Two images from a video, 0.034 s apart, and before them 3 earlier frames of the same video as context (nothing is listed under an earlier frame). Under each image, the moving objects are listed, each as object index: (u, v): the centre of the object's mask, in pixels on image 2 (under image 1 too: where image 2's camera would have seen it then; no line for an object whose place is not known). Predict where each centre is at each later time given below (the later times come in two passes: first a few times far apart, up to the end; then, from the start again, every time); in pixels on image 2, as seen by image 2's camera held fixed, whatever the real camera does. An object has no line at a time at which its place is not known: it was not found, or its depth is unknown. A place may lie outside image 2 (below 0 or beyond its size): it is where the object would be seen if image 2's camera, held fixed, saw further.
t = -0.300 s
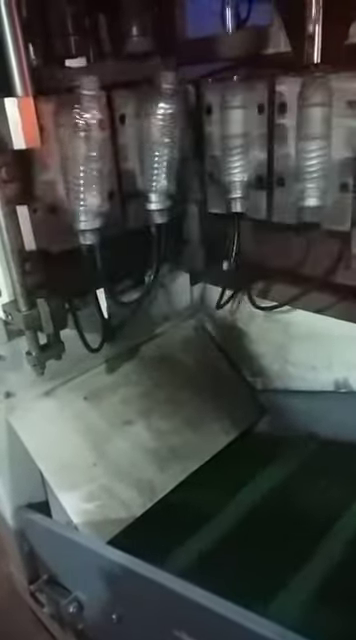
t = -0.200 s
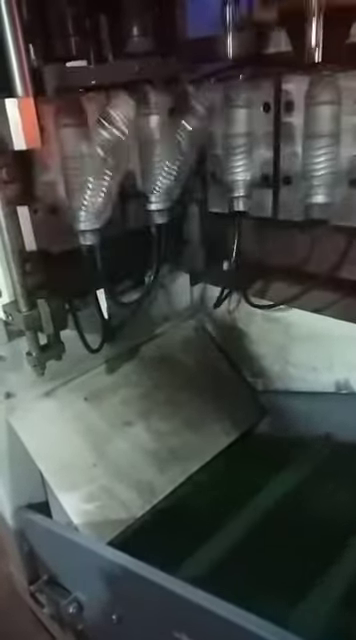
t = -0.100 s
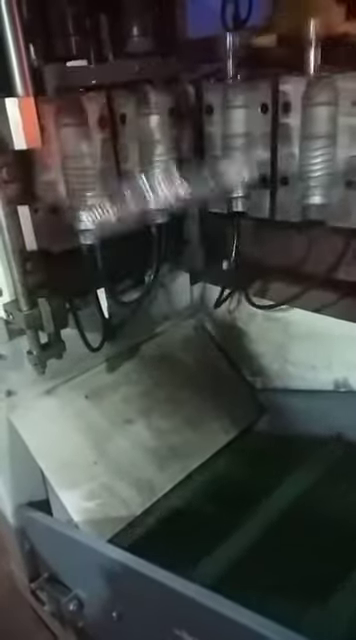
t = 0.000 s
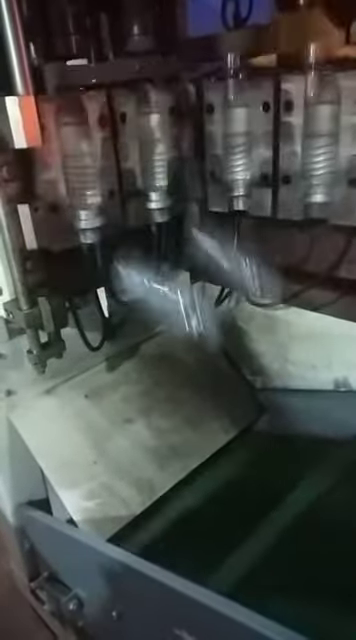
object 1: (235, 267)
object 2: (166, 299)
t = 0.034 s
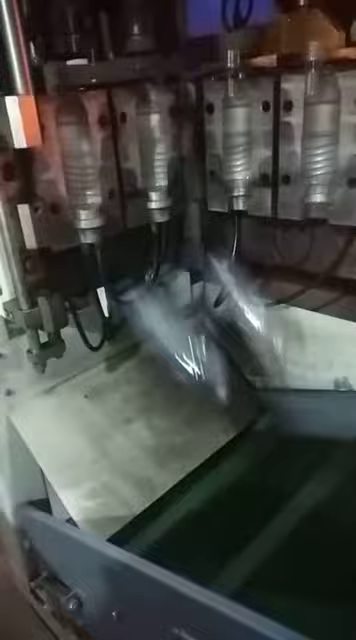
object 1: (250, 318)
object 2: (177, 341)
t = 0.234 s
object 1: (263, 402)
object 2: (205, 470)
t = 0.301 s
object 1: (255, 402)
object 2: (200, 484)
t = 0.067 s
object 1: (252, 343)
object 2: (190, 385)
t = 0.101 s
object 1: (266, 390)
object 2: (208, 438)
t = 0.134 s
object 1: (276, 423)
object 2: (216, 486)
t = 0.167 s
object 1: (272, 415)
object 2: (212, 480)
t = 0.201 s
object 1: (267, 406)
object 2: (209, 471)
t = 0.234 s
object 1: (263, 402)
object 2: (205, 470)
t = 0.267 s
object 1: (258, 400)
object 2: (202, 476)
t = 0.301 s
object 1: (255, 402)
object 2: (200, 484)
